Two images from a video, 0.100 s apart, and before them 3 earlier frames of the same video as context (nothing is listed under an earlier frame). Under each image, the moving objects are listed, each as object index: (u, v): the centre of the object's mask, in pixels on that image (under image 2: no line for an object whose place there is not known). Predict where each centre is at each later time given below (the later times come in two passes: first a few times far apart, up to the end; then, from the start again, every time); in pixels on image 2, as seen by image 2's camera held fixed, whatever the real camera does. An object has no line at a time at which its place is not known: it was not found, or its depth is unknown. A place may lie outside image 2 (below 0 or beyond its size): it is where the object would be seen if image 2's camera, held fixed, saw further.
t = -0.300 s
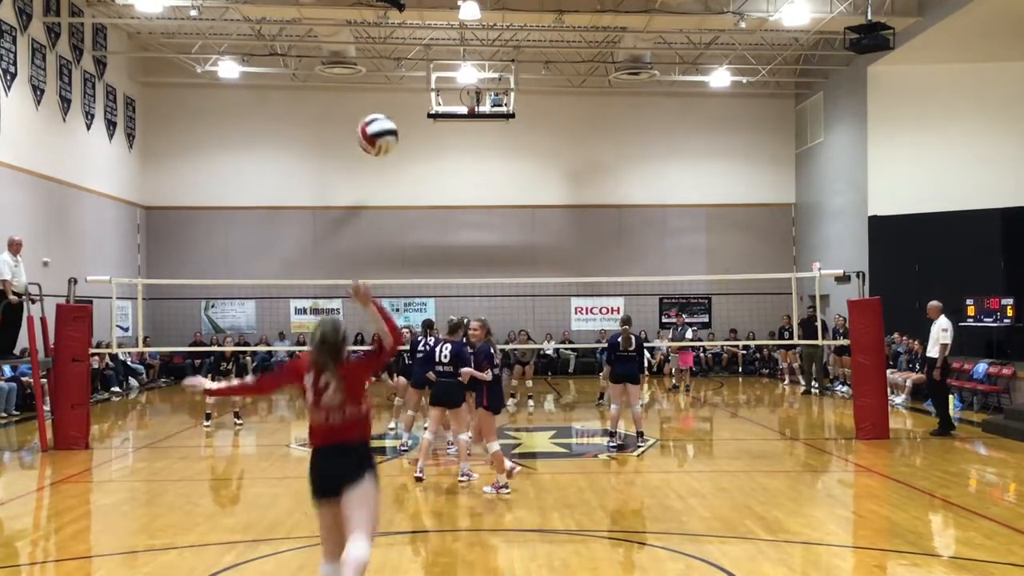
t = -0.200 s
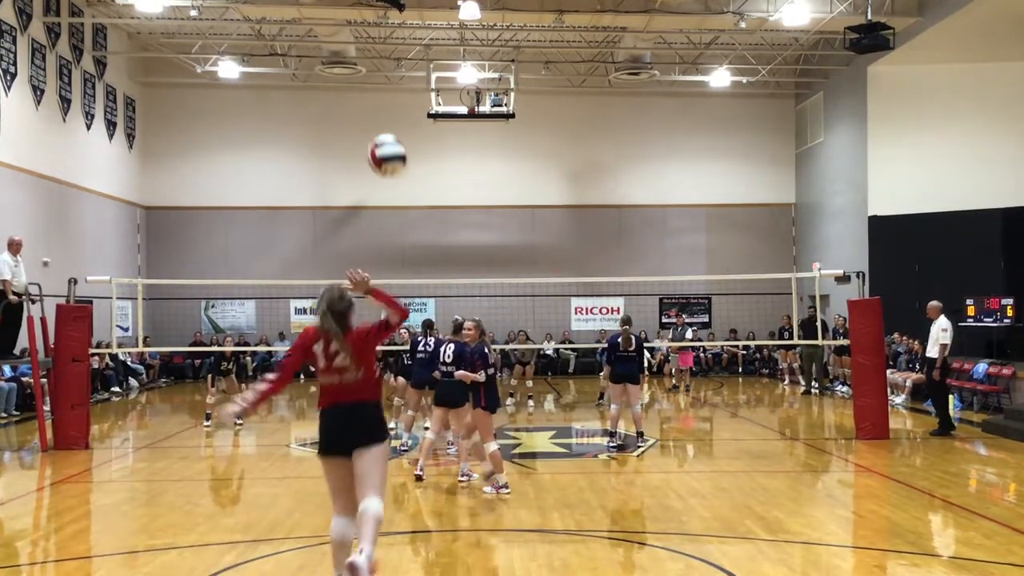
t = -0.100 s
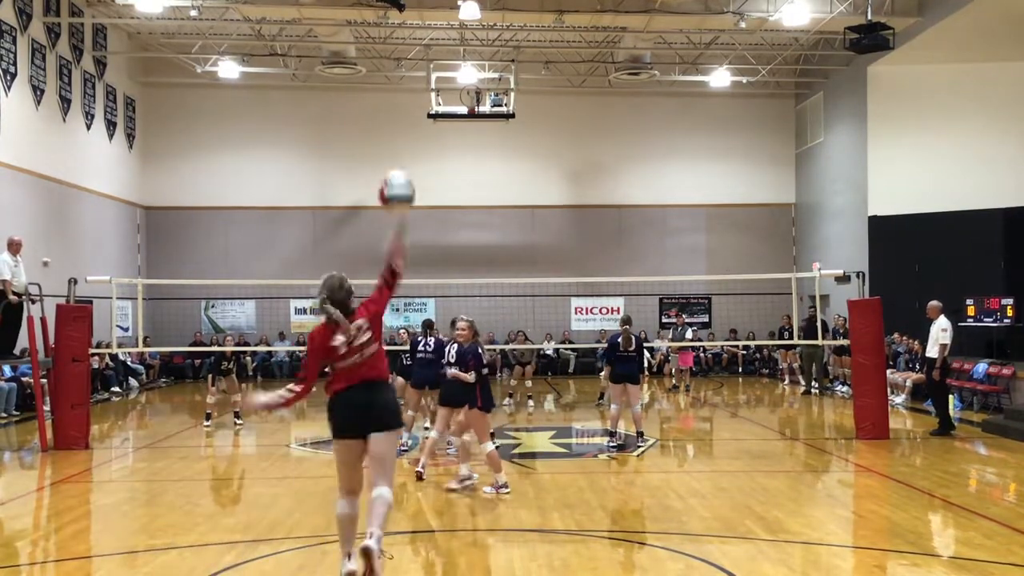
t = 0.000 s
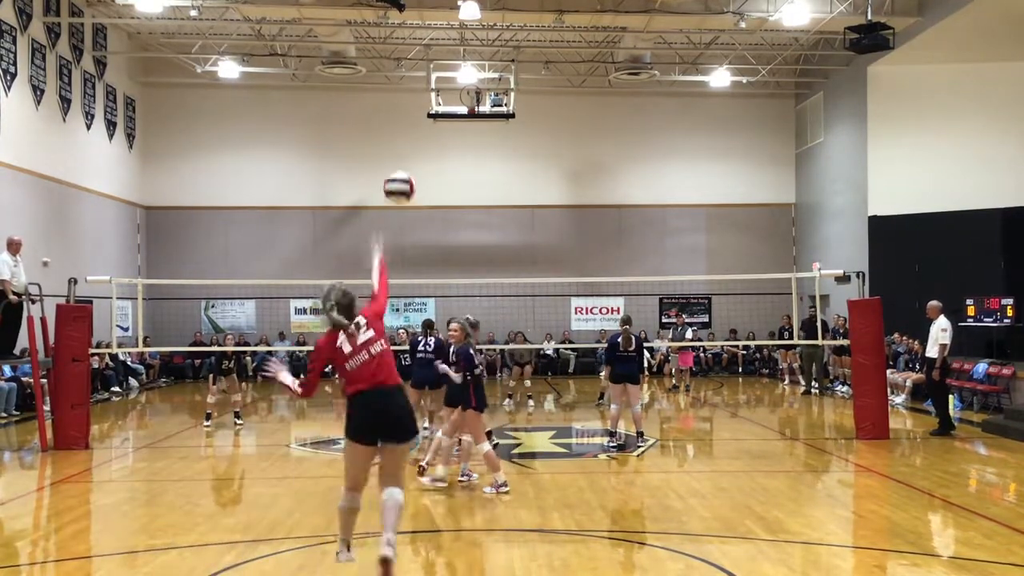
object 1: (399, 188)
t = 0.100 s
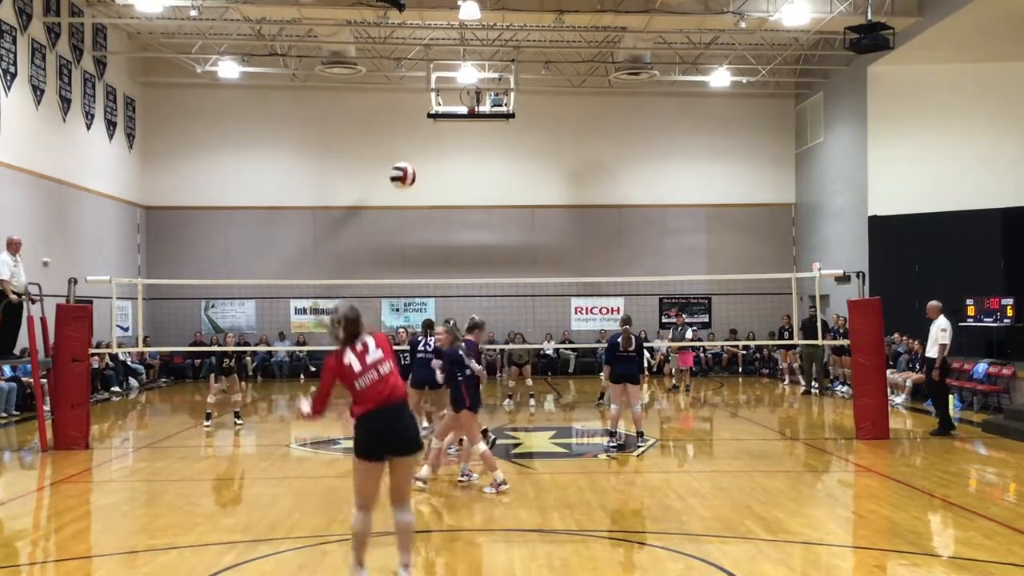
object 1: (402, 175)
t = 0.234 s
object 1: (406, 174)
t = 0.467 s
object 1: (410, 207)
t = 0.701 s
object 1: (410, 260)
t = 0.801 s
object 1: (407, 288)
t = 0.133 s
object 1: (403, 174)
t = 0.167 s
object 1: (404, 173)
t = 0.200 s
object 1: (405, 174)
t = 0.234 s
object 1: (406, 174)
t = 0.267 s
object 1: (407, 177)
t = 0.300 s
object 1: (409, 180)
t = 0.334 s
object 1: (411, 186)
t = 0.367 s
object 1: (411, 190)
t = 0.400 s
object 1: (411, 195)
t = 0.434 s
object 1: (411, 201)
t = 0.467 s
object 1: (410, 207)
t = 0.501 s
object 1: (412, 212)
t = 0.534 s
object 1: (412, 219)
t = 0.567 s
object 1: (411, 227)
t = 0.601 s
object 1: (411, 235)
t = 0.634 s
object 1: (411, 242)
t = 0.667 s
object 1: (410, 252)
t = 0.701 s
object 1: (410, 260)
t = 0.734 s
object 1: (409, 269)
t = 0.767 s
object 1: (408, 276)
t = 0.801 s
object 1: (407, 288)
